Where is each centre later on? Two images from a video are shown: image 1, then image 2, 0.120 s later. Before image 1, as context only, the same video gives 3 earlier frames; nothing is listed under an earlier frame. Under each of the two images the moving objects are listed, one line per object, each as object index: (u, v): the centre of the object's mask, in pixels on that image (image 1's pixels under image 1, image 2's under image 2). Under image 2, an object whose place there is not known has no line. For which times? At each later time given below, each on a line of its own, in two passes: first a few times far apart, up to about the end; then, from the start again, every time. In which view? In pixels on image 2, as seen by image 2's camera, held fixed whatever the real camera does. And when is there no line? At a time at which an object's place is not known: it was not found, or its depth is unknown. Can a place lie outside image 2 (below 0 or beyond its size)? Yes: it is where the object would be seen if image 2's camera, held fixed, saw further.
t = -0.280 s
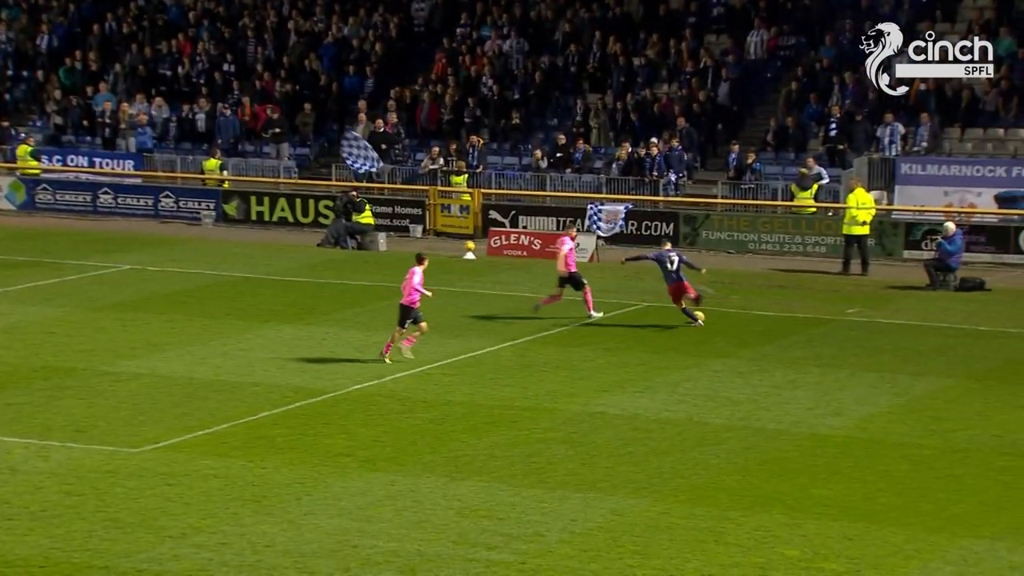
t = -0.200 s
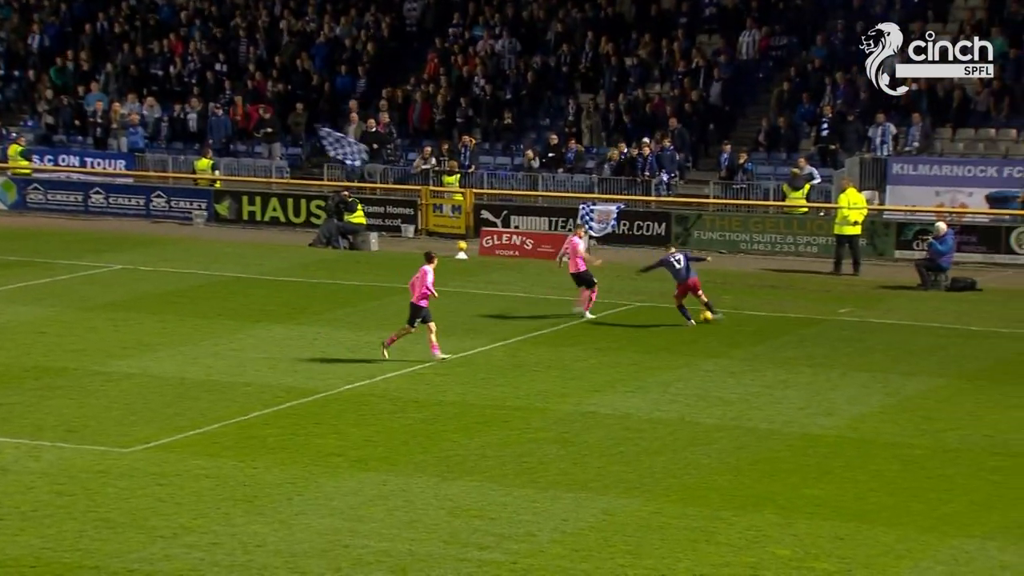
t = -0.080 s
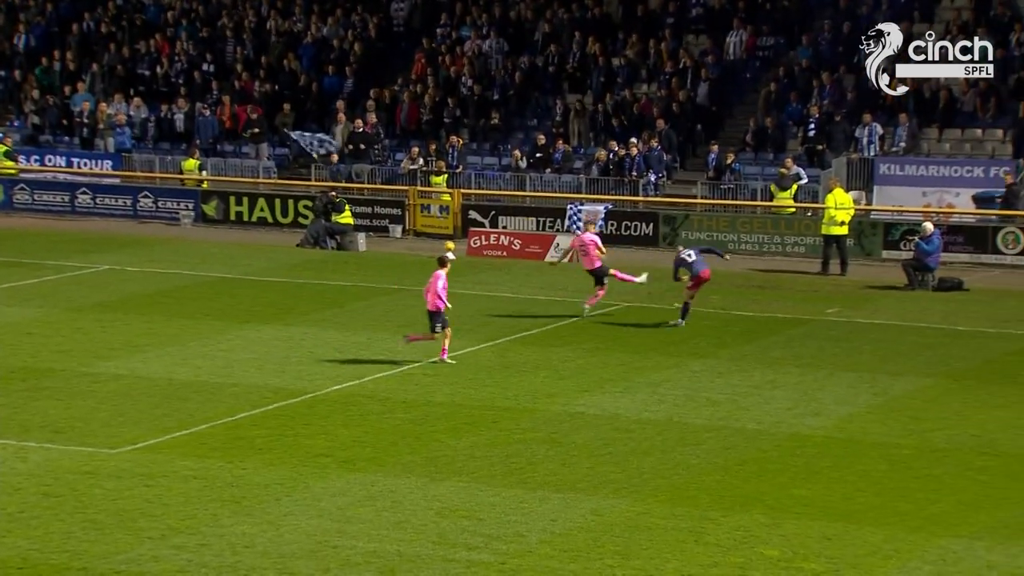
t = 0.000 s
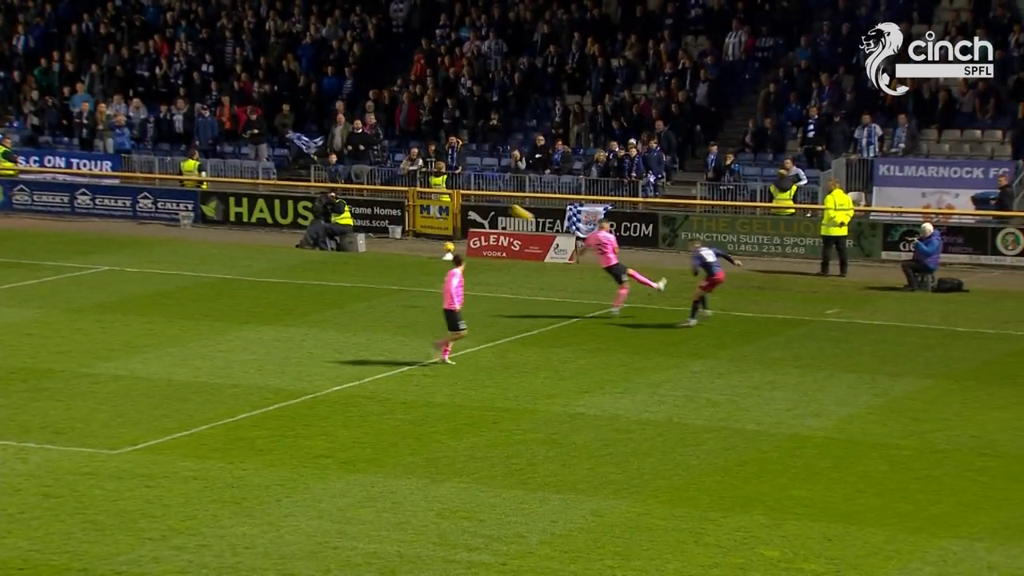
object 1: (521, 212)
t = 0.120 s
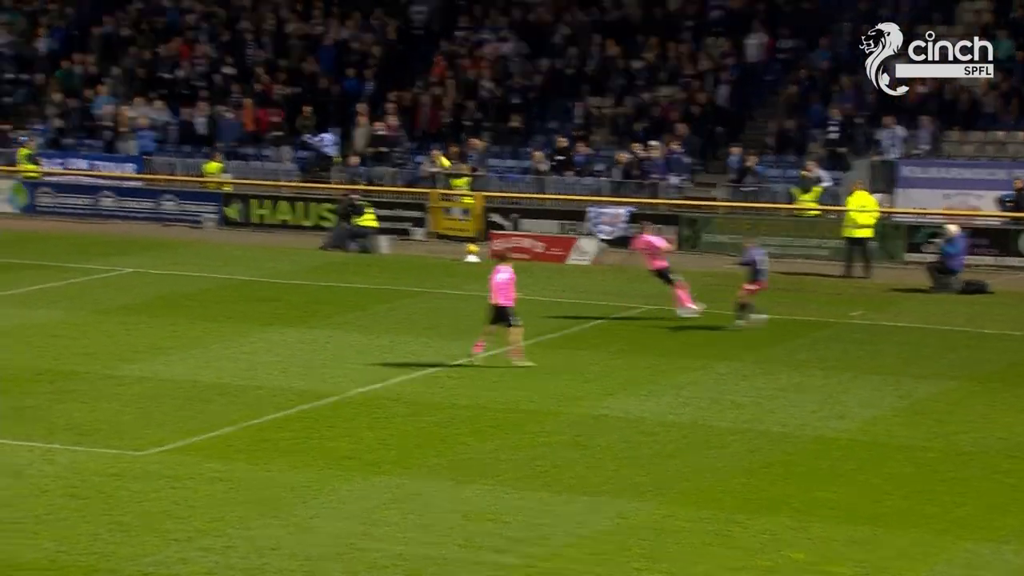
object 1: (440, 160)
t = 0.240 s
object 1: (346, 118)
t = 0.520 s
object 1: (132, 39)
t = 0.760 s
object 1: (-43, -1)
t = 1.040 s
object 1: (-243, -16)
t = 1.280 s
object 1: (-416, 0)
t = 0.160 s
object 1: (410, 147)
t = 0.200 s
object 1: (378, 131)
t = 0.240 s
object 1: (346, 118)
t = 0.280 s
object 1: (314, 104)
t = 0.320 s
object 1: (283, 92)
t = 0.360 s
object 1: (253, 80)
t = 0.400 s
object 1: (222, 69)
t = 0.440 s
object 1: (192, 58)
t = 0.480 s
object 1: (162, 49)
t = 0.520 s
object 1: (132, 39)
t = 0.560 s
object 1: (102, 31)
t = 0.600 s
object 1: (74, 23)
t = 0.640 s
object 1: (44, 16)
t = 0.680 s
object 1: (15, 10)
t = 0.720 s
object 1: (-14, 4)
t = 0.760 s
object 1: (-43, -1)
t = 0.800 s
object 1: (-71, -5)
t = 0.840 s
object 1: (-100, -9)
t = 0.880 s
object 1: (-128, -12)
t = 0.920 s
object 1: (-157, -14)
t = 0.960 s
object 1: (-186, -15)
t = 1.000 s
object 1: (-214, -16)
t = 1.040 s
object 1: (-243, -16)
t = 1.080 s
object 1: (-272, -15)
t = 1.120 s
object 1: (-300, -14)
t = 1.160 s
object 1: (-329, -12)
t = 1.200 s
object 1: (-358, -9)
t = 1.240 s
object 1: (-387, -5)
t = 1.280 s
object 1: (-416, 0)
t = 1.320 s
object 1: (-444, 5)
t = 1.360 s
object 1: (-474, 11)
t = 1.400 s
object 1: (-503, 18)
